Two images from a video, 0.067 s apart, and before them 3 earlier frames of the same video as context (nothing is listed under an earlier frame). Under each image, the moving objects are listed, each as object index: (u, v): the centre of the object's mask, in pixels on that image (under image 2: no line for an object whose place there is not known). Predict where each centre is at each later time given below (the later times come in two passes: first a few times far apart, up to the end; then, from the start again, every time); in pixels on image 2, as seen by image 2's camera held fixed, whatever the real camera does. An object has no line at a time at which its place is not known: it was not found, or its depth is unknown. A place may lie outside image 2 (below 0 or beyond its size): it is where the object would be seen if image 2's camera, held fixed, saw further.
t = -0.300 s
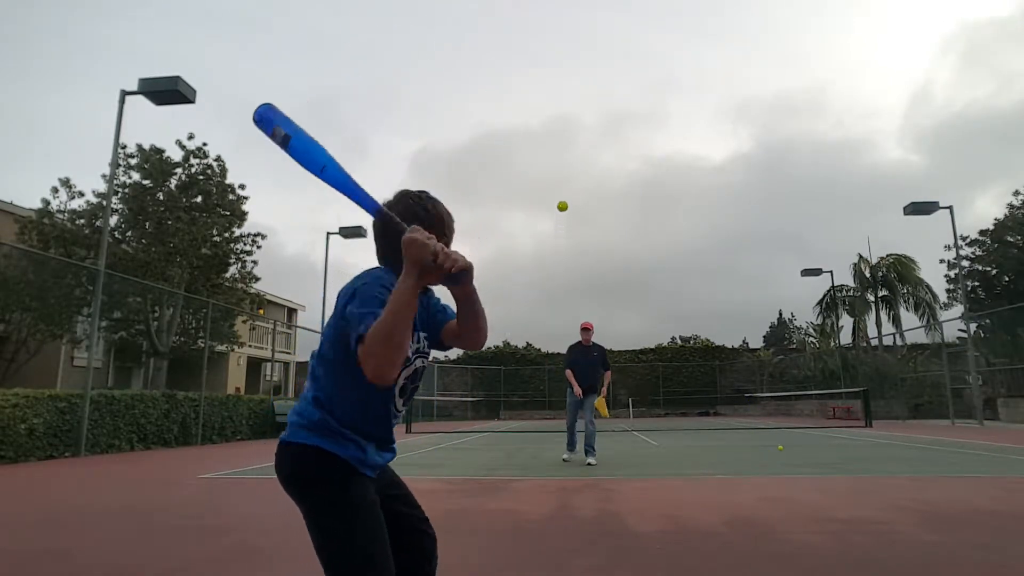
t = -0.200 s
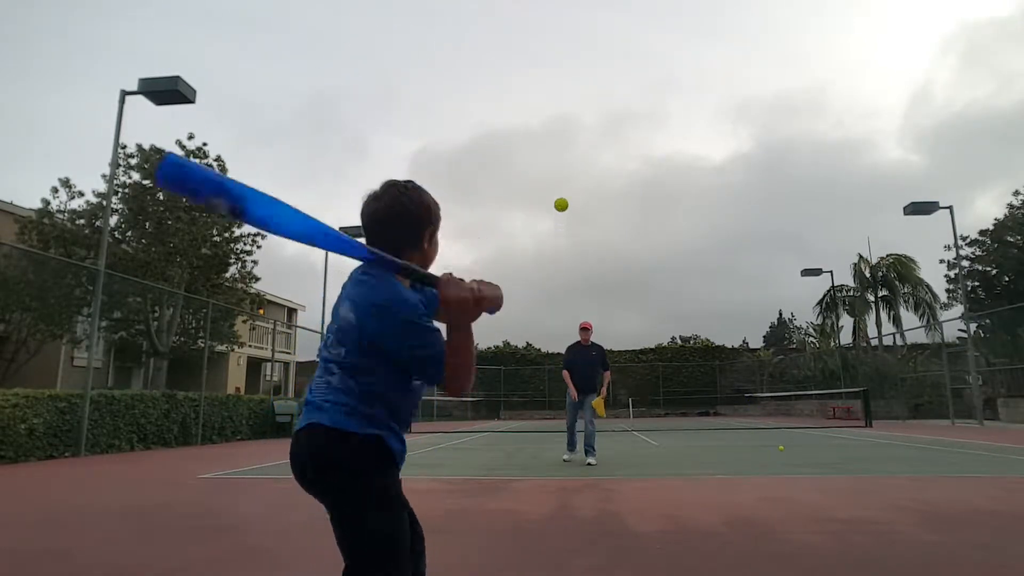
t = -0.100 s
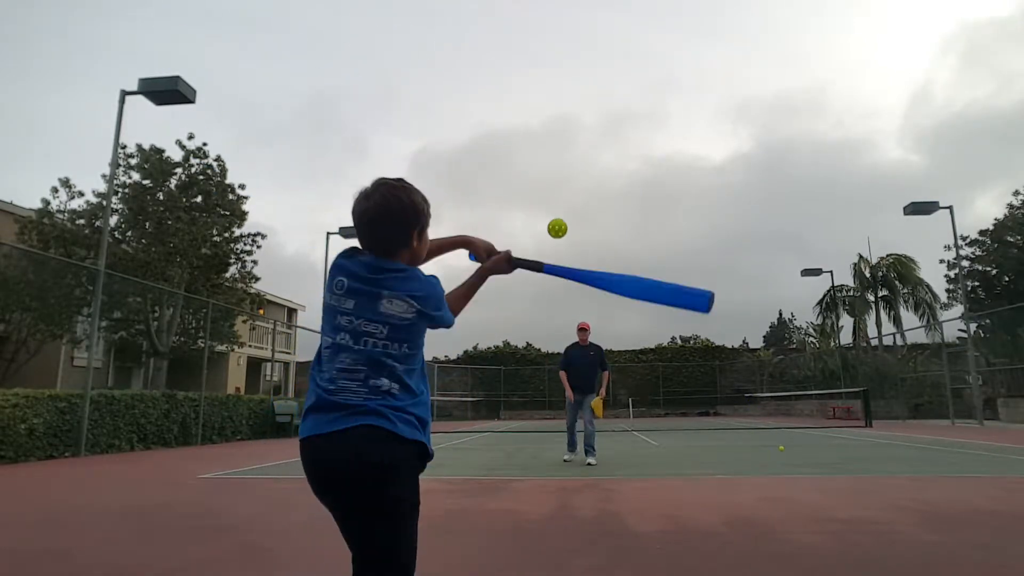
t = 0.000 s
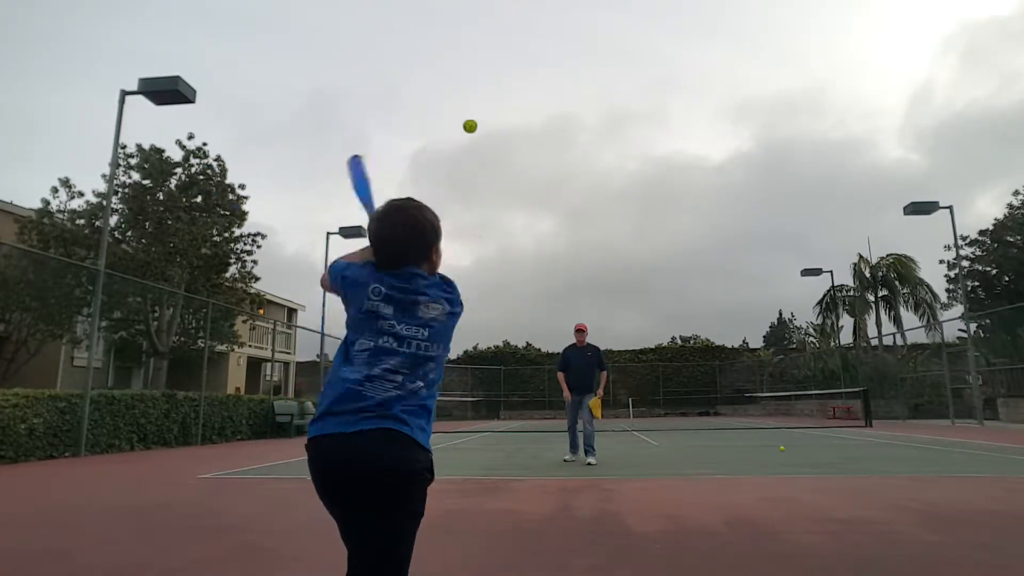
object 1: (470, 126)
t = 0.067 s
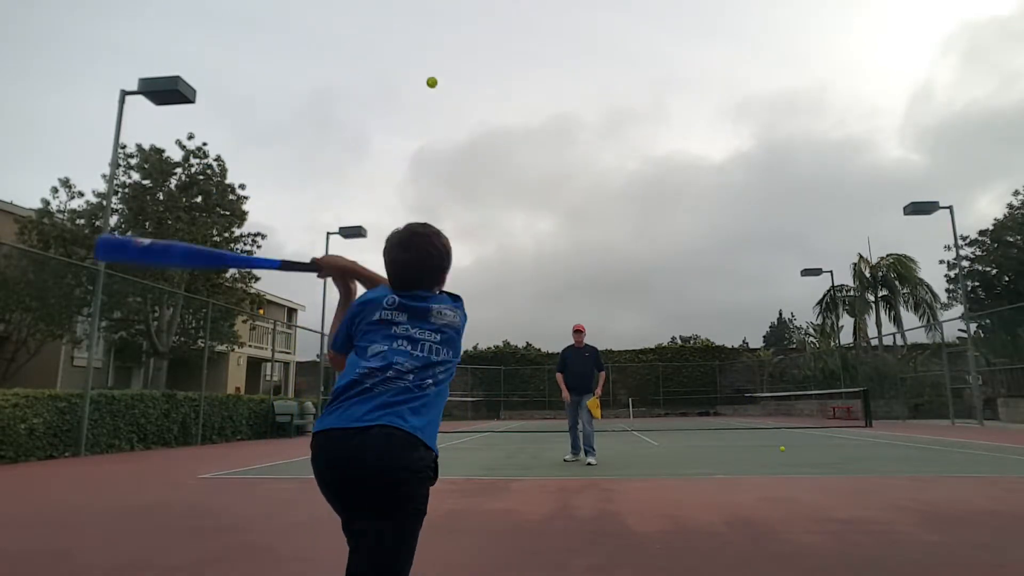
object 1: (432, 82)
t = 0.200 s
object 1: (390, 49)
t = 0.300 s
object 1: (370, 44)
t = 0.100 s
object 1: (418, 69)
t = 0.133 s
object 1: (408, 60)
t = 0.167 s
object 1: (398, 53)
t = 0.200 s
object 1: (390, 49)
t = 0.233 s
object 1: (382, 46)
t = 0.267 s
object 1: (376, 45)
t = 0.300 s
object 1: (370, 44)
